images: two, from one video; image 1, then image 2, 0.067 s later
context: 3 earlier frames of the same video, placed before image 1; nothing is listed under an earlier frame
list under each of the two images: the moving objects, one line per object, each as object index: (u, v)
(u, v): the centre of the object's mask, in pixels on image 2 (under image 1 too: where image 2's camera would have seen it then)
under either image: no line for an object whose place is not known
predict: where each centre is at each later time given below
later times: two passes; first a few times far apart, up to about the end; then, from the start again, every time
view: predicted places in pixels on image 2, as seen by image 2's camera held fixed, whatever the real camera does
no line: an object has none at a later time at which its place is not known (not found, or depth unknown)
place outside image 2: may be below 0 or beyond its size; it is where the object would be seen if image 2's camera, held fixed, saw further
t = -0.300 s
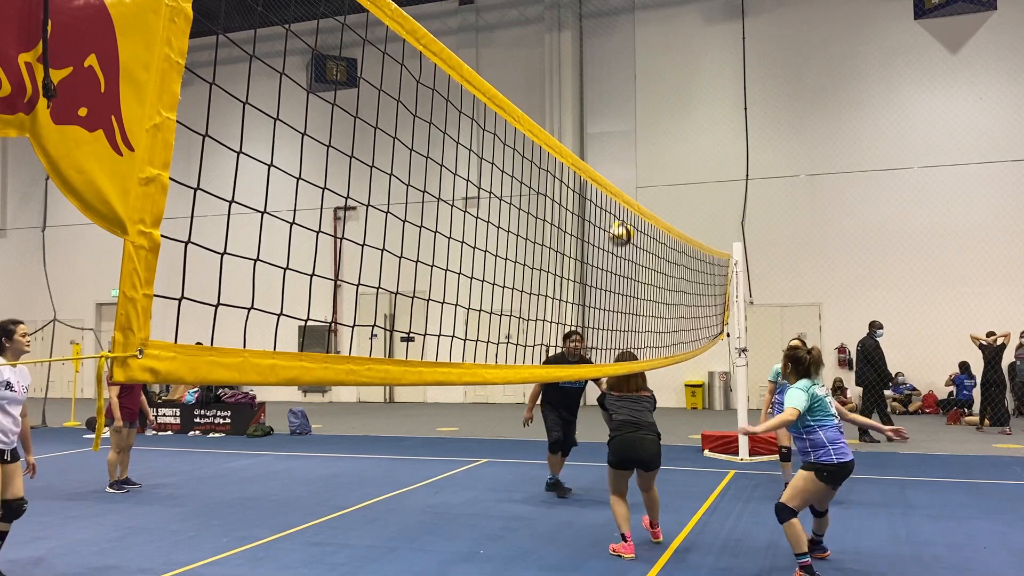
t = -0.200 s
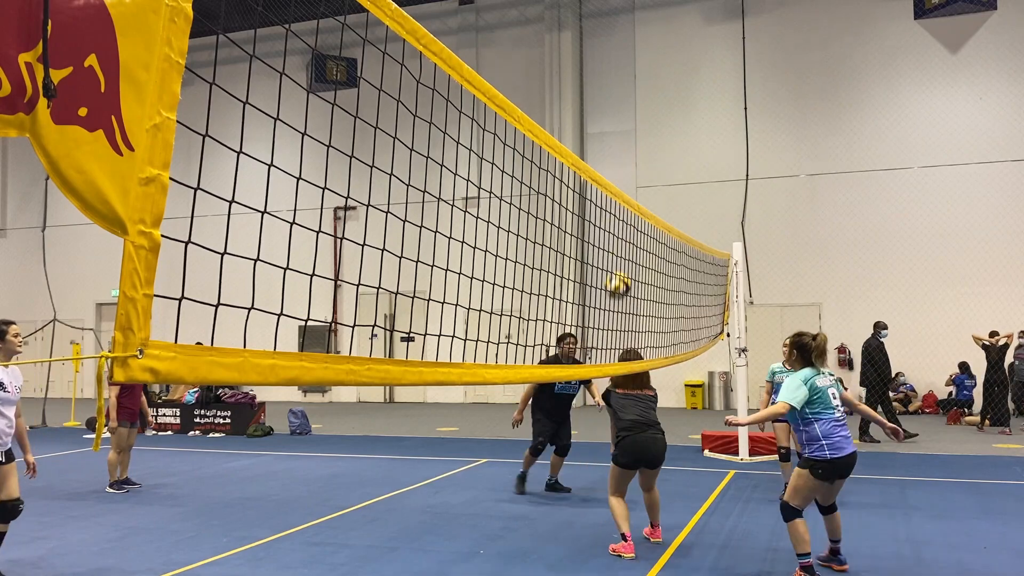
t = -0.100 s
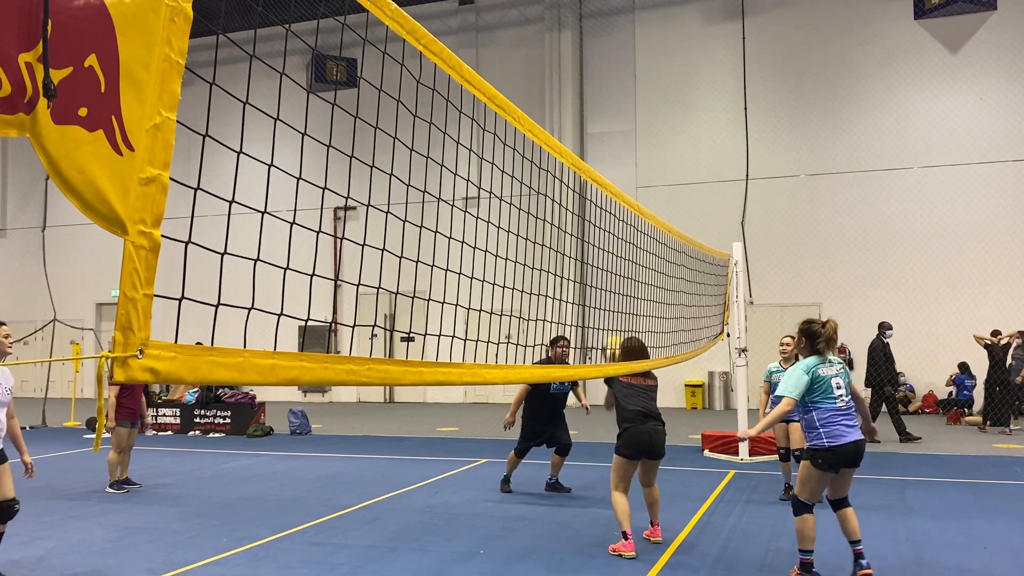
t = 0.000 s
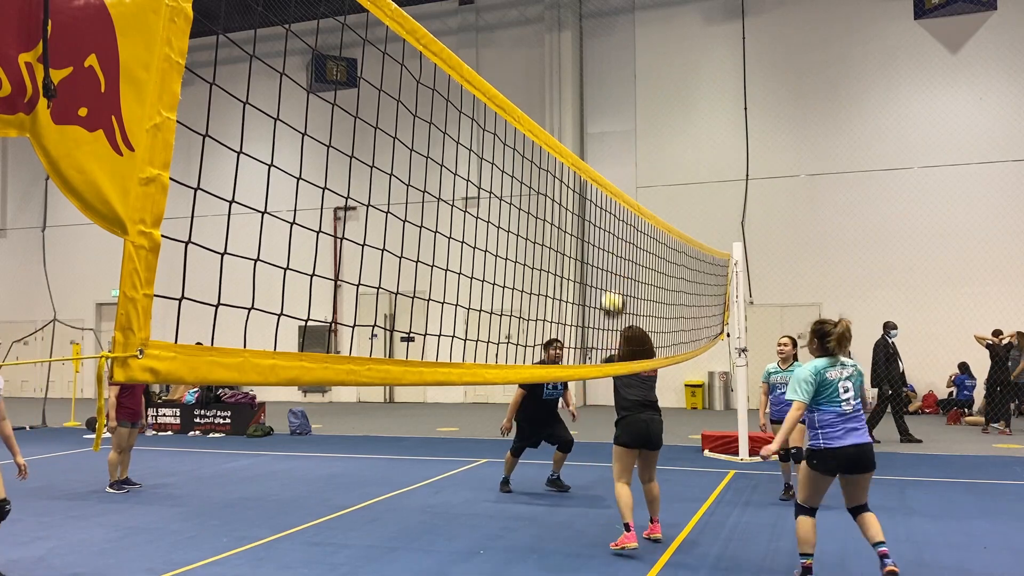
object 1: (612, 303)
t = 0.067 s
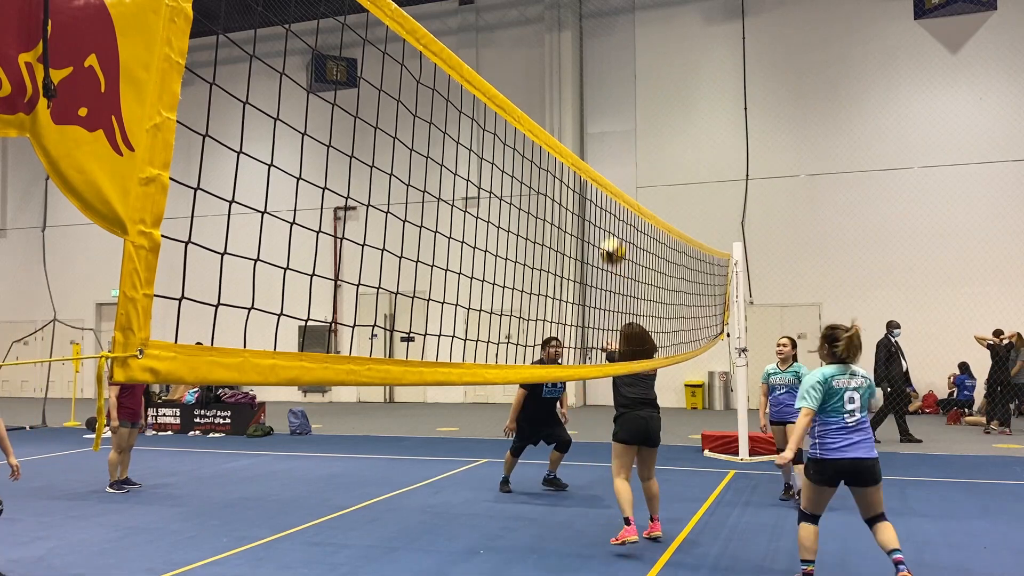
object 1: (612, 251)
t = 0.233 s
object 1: (613, 150)
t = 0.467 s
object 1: (612, 72)
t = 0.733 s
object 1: (614, 60)
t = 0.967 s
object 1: (615, 105)
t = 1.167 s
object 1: (618, 179)
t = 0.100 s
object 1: (612, 227)
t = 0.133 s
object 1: (610, 207)
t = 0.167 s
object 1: (616, 180)
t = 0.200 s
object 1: (612, 167)
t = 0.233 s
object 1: (613, 150)
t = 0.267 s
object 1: (613, 134)
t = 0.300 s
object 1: (613, 120)
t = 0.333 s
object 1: (612, 108)
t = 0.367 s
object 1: (612, 97)
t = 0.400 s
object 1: (612, 87)
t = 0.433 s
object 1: (612, 79)
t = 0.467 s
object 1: (612, 72)
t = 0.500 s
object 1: (612, 66)
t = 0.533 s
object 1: (612, 62)
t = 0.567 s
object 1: (612, 58)
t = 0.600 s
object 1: (613, 57)
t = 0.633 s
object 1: (613, 56)
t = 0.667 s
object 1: (613, 56)
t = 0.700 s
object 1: (613, 58)
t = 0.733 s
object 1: (614, 60)
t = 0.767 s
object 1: (614, 63)
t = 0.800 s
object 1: (614, 68)
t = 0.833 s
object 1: (614, 74)
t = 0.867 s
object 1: (614, 80)
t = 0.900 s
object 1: (615, 88)
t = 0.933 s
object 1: (615, 96)
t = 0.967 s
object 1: (615, 105)
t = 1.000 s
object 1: (615, 115)
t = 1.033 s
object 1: (615, 127)
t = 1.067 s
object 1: (616, 139)
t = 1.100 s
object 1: (616, 152)
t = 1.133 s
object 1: (617, 165)
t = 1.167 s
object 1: (618, 179)
